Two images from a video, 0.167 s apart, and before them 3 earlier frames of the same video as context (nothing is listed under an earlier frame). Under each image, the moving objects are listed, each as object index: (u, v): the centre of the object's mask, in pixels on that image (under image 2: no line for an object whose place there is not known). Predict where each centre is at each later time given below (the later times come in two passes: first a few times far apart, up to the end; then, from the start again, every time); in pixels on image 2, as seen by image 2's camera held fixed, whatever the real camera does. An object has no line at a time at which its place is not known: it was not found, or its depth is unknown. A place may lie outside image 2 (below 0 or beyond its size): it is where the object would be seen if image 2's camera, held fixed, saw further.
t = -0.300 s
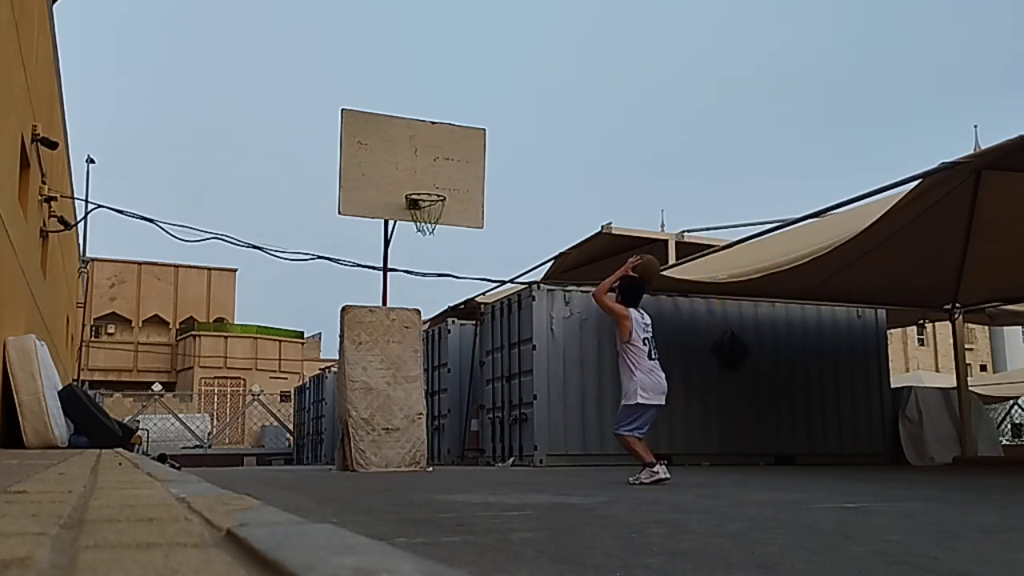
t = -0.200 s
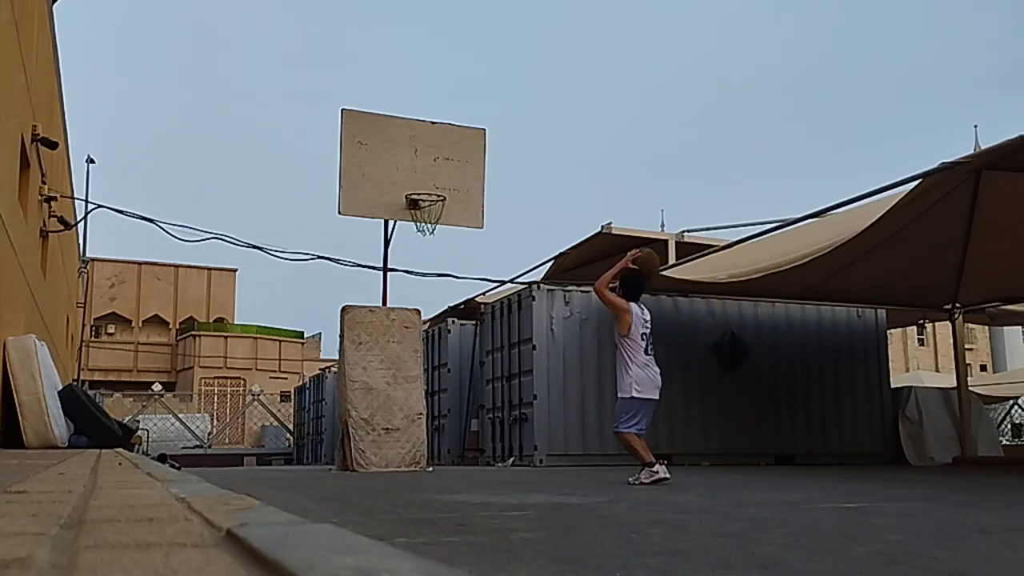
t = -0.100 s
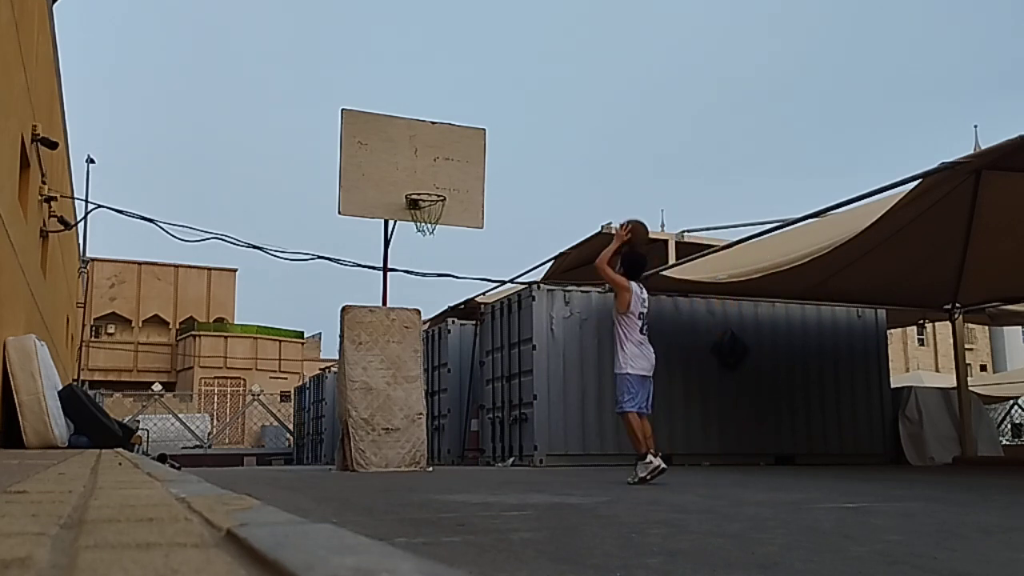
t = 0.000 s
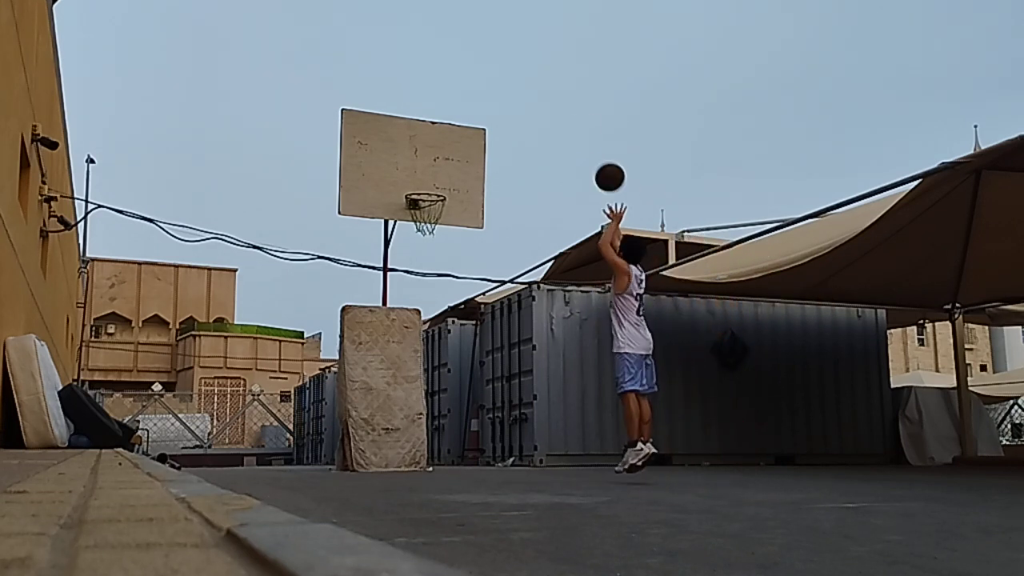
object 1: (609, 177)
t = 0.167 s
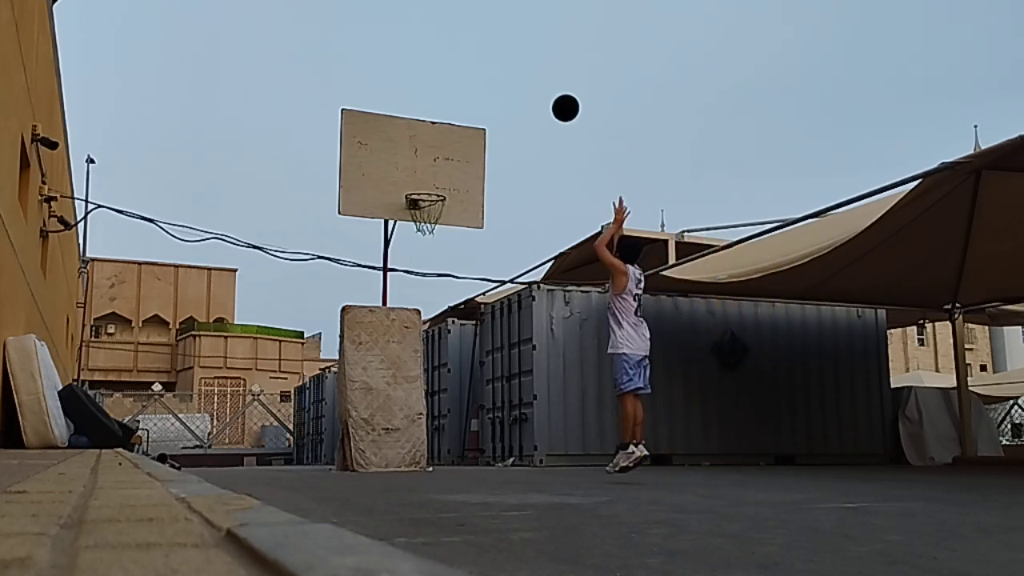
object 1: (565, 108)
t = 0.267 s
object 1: (542, 85)
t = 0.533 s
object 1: (490, 77)
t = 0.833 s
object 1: (444, 140)
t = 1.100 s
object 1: (427, 181)
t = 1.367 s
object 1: (440, 166)
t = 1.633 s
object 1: (465, 206)
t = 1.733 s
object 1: (478, 230)
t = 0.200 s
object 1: (557, 99)
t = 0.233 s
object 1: (550, 91)
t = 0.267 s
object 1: (542, 85)
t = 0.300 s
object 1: (535, 80)
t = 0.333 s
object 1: (528, 76)
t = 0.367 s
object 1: (521, 73)
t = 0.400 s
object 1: (515, 72)
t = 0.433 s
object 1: (508, 71)
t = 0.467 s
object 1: (502, 72)
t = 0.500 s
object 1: (496, 74)
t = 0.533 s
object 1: (490, 77)
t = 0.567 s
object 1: (485, 80)
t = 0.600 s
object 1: (479, 85)
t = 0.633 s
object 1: (474, 90)
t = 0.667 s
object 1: (468, 96)
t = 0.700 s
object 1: (463, 103)
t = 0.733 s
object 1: (458, 111)
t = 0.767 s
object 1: (453, 120)
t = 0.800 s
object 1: (448, 130)
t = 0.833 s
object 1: (444, 140)
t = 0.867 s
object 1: (439, 151)
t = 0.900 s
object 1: (435, 163)
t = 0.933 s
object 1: (430, 175)
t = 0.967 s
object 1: (426, 188)
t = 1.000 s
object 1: (424, 194)
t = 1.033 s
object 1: (425, 192)
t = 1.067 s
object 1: (426, 187)
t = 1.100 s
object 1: (427, 181)
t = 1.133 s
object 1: (428, 176)
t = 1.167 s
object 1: (429, 171)
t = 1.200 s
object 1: (430, 167)
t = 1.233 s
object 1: (431, 165)
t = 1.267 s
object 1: (433, 162)
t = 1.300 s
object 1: (435, 163)
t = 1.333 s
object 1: (437, 164)
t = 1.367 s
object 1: (440, 166)
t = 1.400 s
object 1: (443, 168)
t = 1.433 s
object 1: (445, 172)
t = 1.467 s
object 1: (448, 177)
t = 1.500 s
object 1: (450, 183)
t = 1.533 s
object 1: (453, 189)
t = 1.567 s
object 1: (457, 195)
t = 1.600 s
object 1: (461, 200)
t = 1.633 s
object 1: (465, 206)
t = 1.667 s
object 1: (469, 213)
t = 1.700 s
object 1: (473, 221)
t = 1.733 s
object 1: (478, 230)
